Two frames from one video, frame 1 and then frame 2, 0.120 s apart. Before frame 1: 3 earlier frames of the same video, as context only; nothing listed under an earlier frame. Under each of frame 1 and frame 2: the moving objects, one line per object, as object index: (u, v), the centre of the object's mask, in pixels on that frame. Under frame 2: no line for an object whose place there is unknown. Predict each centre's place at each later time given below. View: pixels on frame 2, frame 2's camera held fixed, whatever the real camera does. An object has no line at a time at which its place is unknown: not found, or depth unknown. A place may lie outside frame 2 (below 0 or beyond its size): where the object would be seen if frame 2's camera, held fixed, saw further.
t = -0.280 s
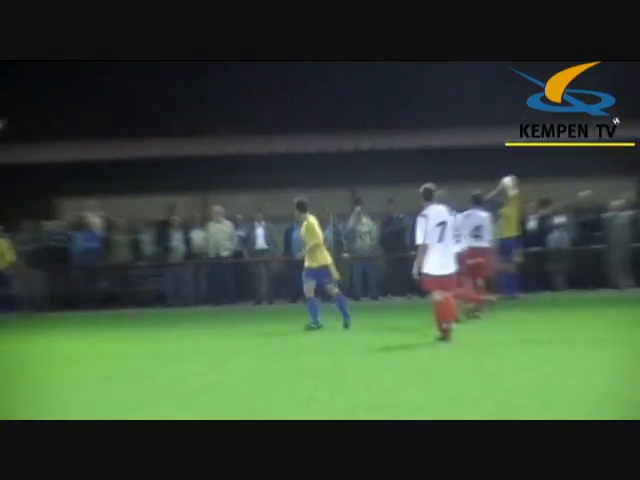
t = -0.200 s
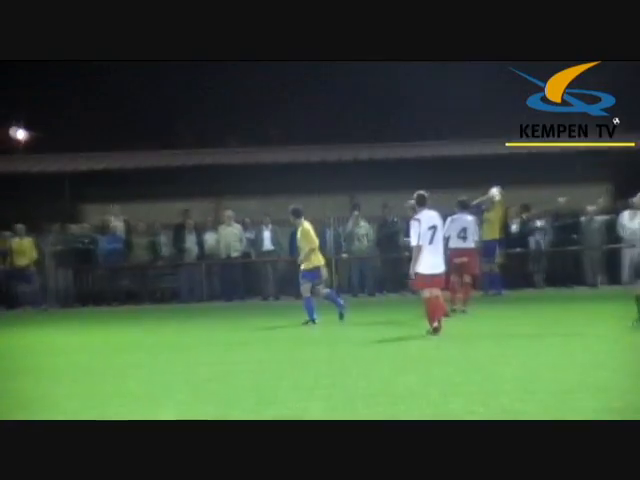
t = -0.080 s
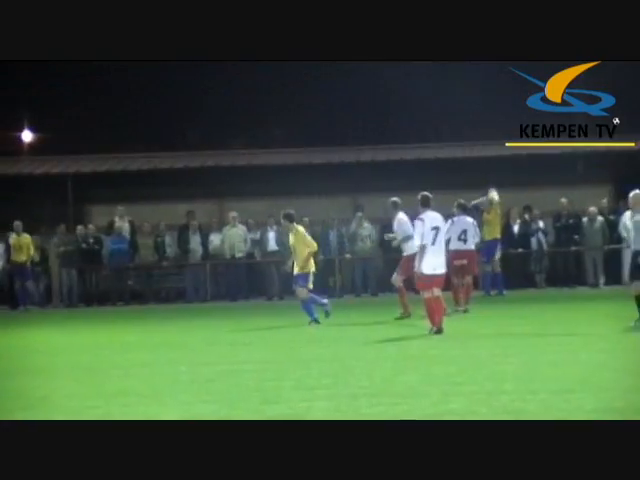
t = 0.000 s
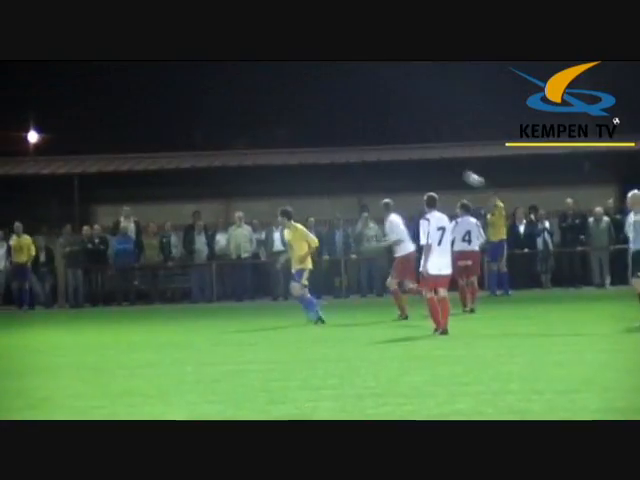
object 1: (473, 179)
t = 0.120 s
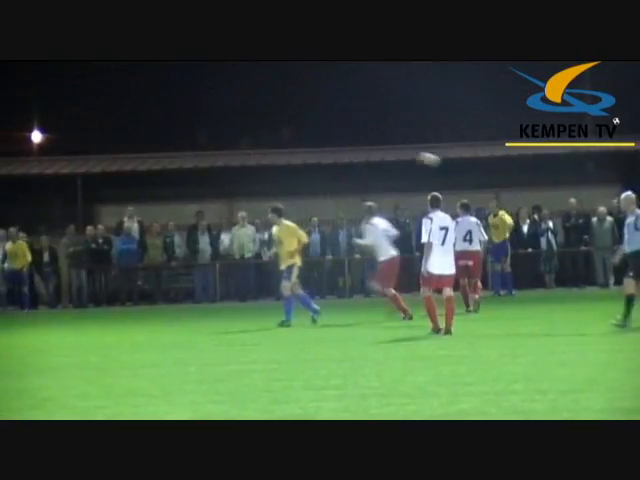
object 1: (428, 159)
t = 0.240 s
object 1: (380, 147)
